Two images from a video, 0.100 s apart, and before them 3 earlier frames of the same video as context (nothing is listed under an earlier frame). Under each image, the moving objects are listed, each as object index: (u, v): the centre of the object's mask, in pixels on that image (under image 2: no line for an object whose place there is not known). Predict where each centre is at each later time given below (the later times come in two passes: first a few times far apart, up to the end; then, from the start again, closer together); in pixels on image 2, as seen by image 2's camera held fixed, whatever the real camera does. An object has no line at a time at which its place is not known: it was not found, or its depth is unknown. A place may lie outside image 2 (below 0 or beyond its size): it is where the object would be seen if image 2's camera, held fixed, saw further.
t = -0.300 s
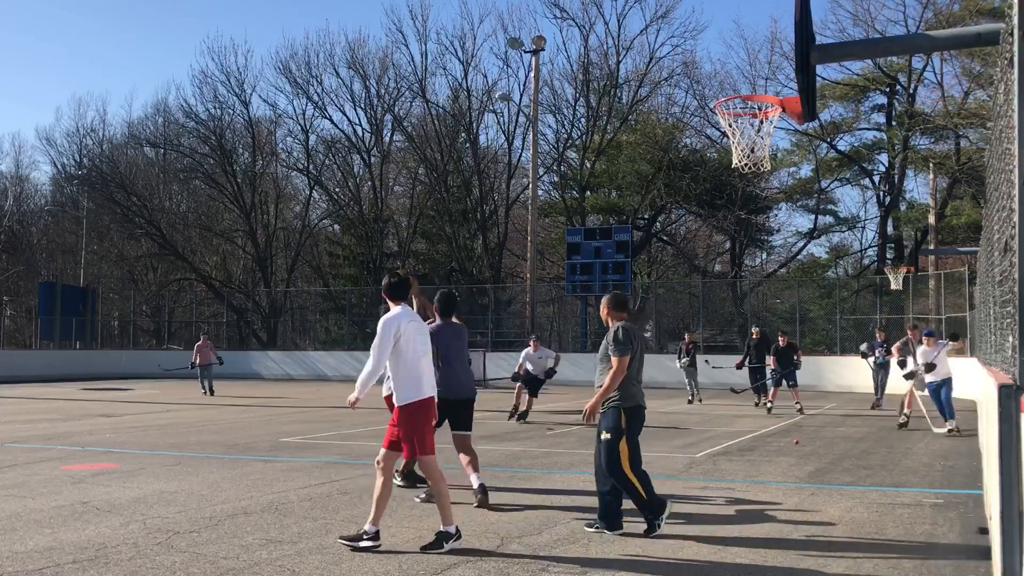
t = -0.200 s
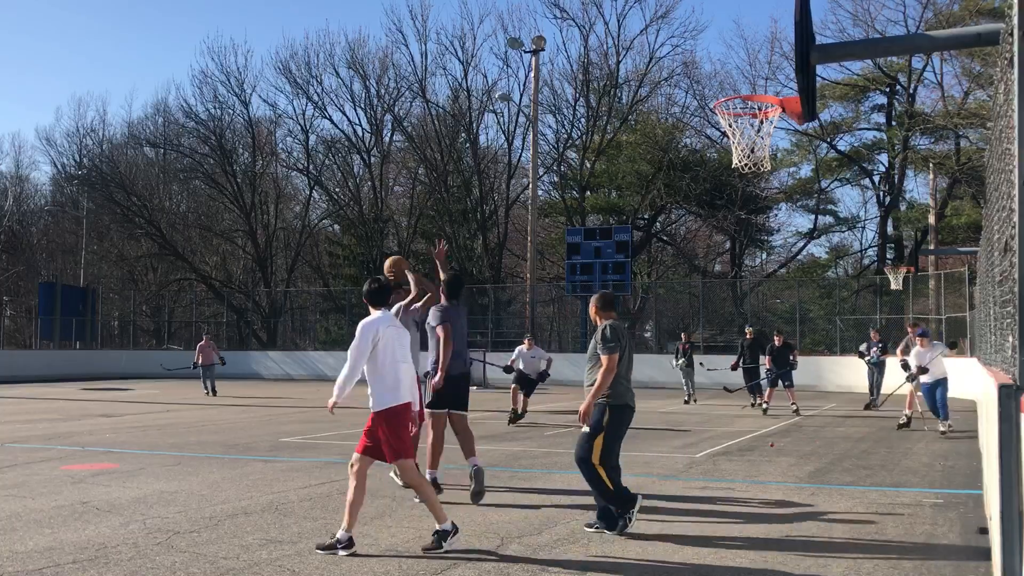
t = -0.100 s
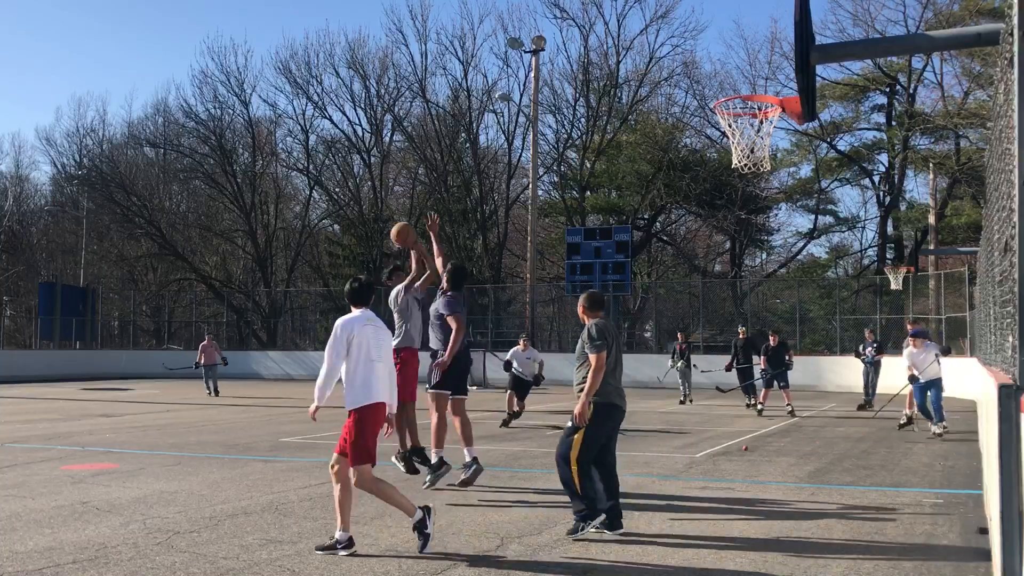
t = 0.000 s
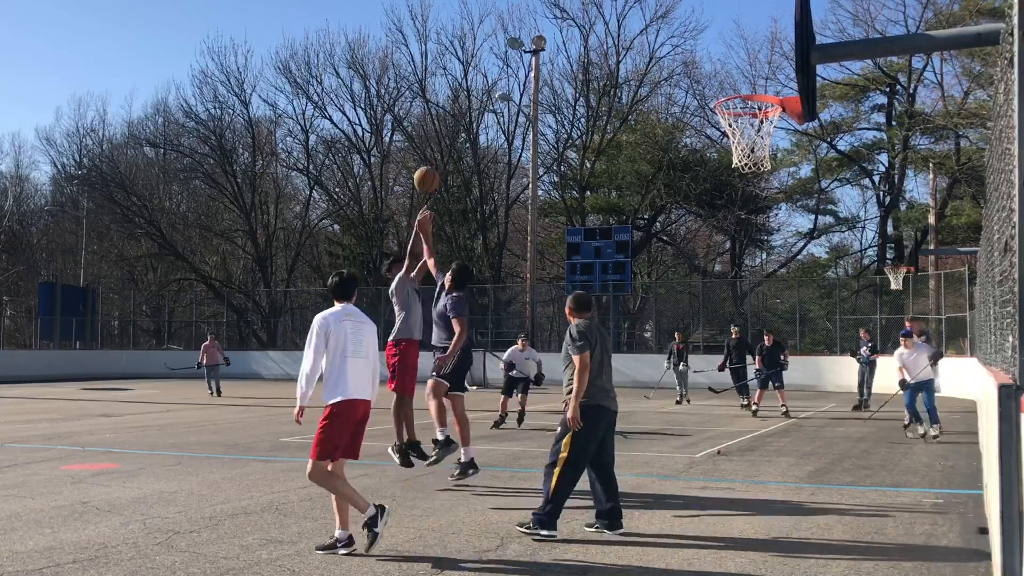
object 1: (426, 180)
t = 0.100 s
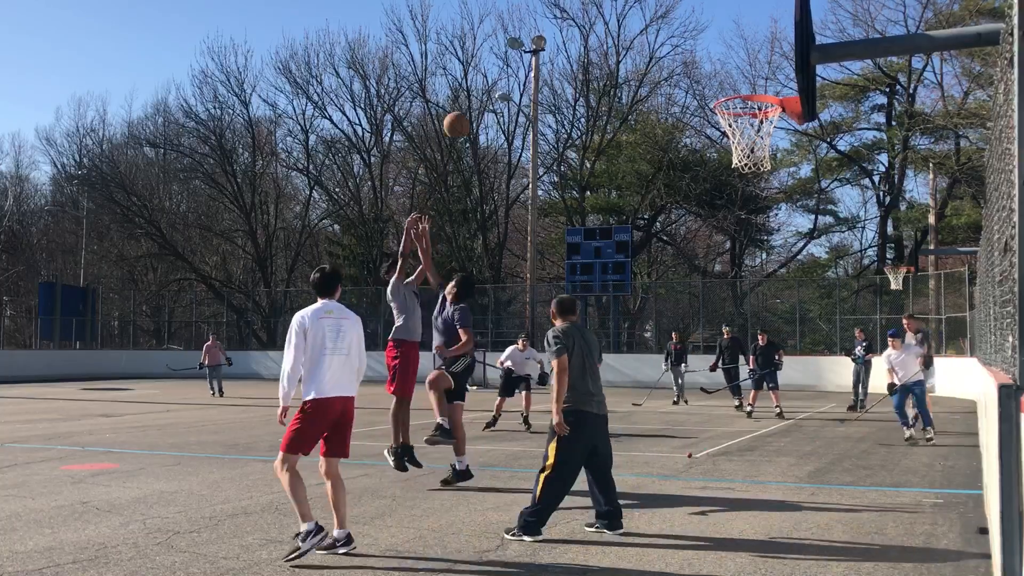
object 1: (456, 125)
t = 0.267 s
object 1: (510, 55)
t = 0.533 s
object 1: (605, 5)
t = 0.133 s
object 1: (466, 110)
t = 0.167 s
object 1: (478, 94)
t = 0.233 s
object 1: (499, 67)
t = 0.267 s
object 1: (510, 55)
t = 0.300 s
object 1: (521, 43)
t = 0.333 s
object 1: (533, 34)
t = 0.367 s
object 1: (544, 24)
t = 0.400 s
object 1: (556, 16)
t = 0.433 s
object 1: (569, 11)
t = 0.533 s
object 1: (605, 5)
